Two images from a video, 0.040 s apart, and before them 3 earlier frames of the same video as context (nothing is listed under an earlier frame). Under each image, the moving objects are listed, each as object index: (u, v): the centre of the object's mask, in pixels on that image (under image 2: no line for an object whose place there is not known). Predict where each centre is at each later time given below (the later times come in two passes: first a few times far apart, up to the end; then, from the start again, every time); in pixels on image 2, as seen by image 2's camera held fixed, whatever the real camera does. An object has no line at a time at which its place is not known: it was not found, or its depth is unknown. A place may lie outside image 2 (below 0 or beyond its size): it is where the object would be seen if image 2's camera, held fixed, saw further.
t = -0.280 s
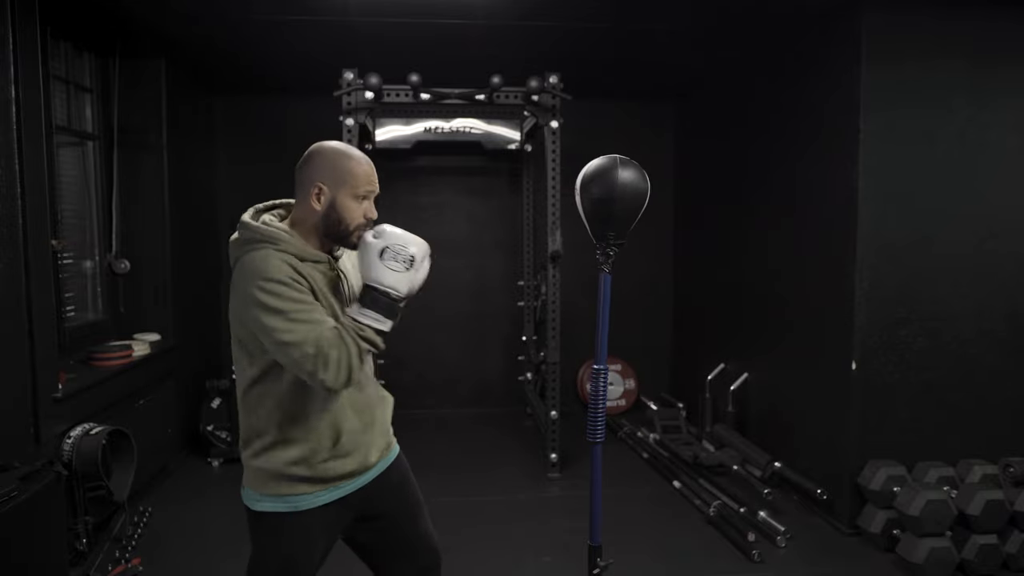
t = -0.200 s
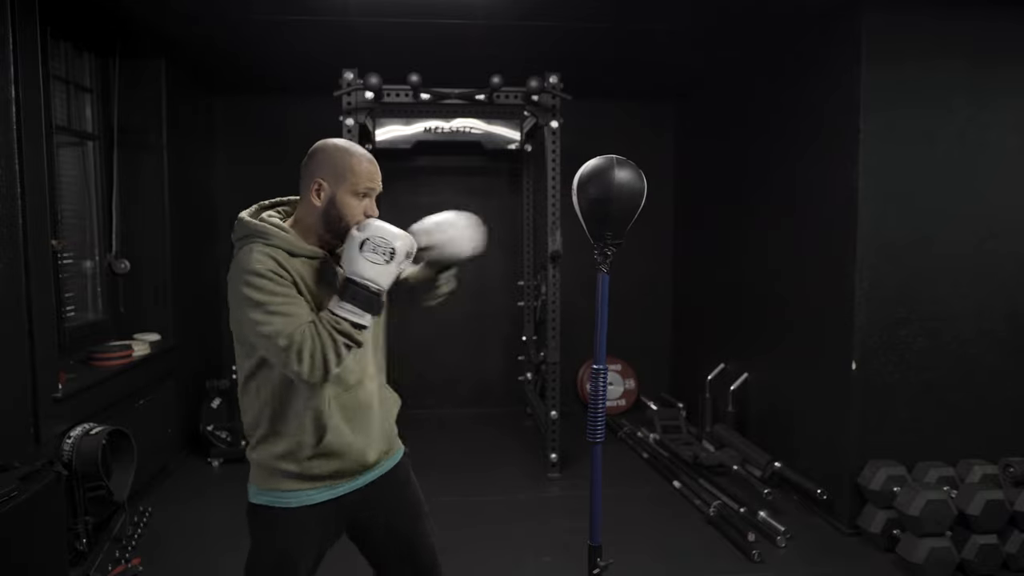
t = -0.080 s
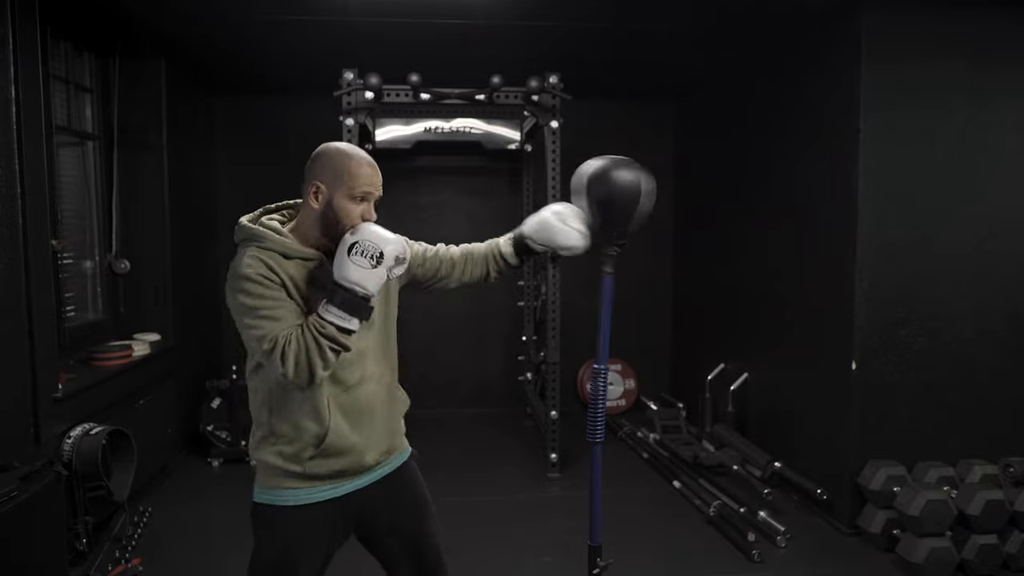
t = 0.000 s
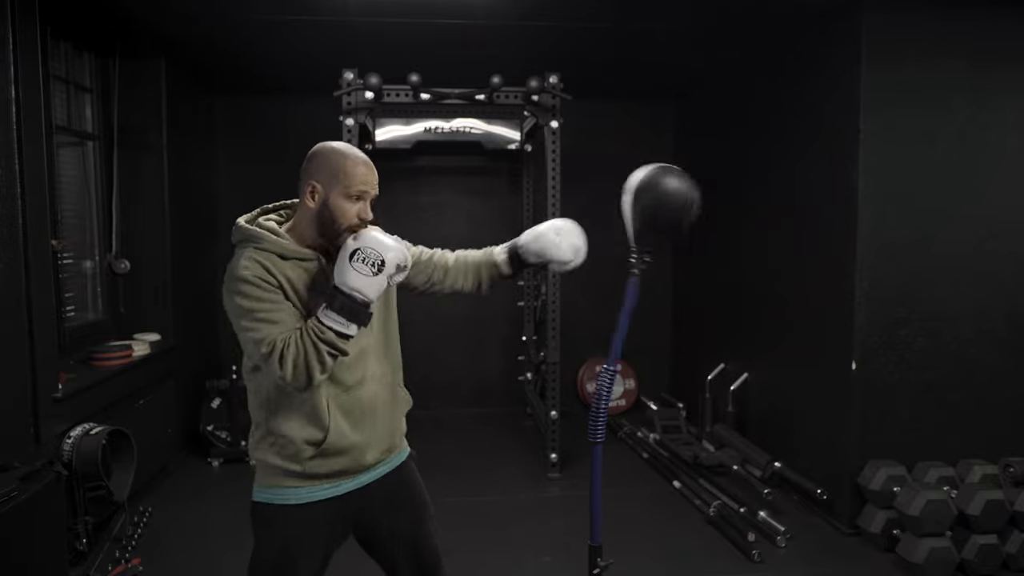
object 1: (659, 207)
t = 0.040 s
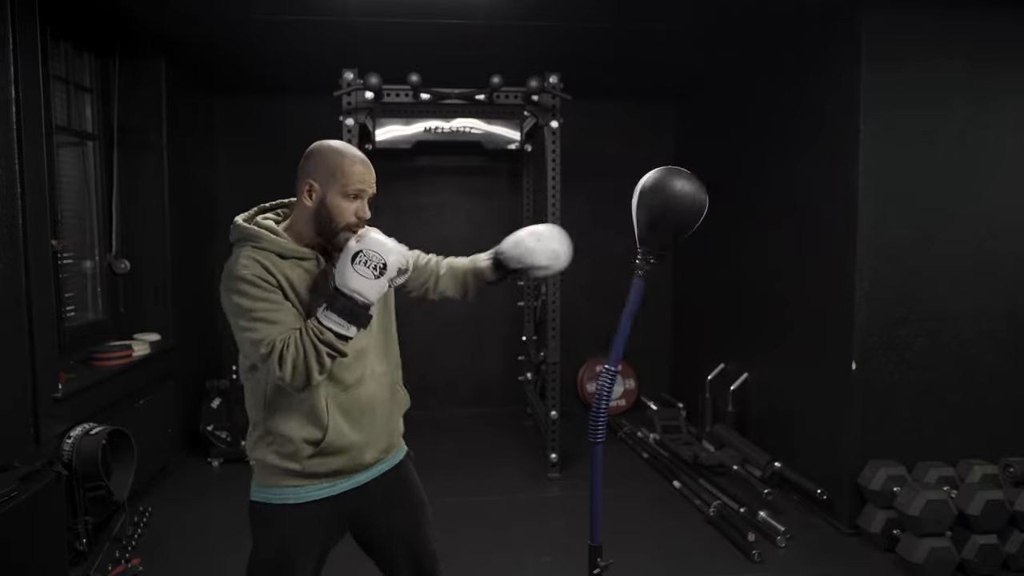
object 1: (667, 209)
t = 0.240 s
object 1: (564, 198)
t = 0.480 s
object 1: (627, 197)
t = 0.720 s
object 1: (601, 196)
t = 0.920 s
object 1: (567, 199)
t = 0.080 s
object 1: (662, 207)
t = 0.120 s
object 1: (644, 203)
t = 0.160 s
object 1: (618, 198)
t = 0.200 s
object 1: (590, 194)
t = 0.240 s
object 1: (564, 198)
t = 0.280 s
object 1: (549, 203)
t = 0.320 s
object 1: (545, 204)
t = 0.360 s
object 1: (554, 200)
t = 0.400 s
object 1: (573, 196)
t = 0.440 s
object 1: (600, 194)
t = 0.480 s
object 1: (627, 197)
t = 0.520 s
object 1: (649, 203)
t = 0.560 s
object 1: (662, 206)
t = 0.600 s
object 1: (662, 207)
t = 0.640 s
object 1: (649, 204)
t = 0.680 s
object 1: (627, 199)
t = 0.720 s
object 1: (601, 196)
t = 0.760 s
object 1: (575, 195)
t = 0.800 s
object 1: (556, 199)
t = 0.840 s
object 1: (548, 203)
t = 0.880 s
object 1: (552, 202)
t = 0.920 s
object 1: (567, 199)
